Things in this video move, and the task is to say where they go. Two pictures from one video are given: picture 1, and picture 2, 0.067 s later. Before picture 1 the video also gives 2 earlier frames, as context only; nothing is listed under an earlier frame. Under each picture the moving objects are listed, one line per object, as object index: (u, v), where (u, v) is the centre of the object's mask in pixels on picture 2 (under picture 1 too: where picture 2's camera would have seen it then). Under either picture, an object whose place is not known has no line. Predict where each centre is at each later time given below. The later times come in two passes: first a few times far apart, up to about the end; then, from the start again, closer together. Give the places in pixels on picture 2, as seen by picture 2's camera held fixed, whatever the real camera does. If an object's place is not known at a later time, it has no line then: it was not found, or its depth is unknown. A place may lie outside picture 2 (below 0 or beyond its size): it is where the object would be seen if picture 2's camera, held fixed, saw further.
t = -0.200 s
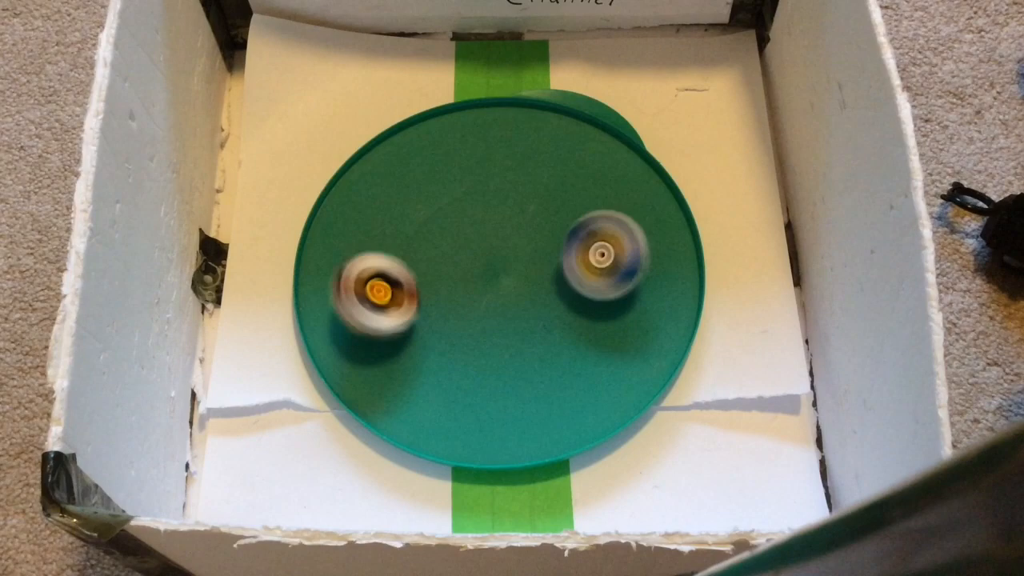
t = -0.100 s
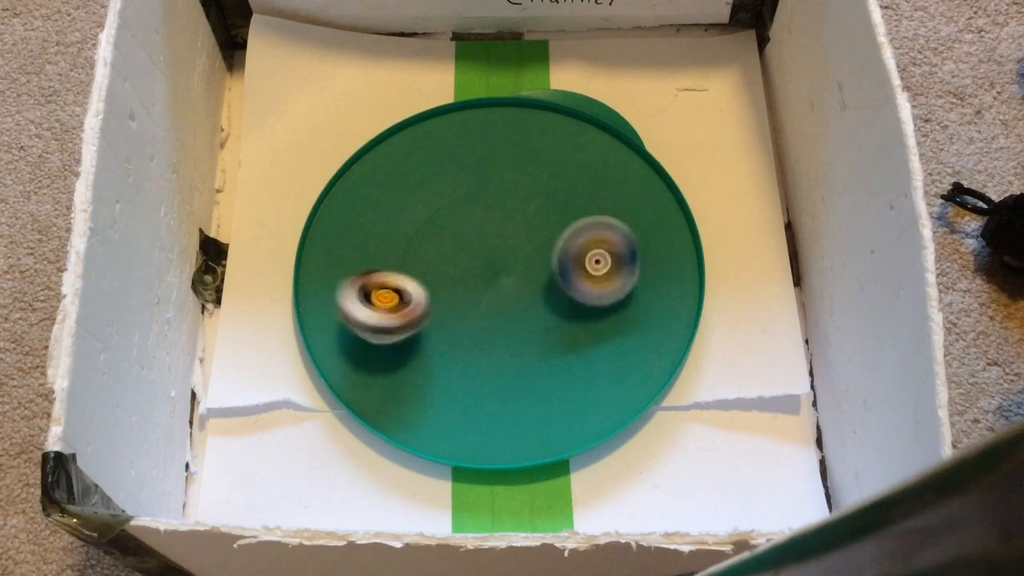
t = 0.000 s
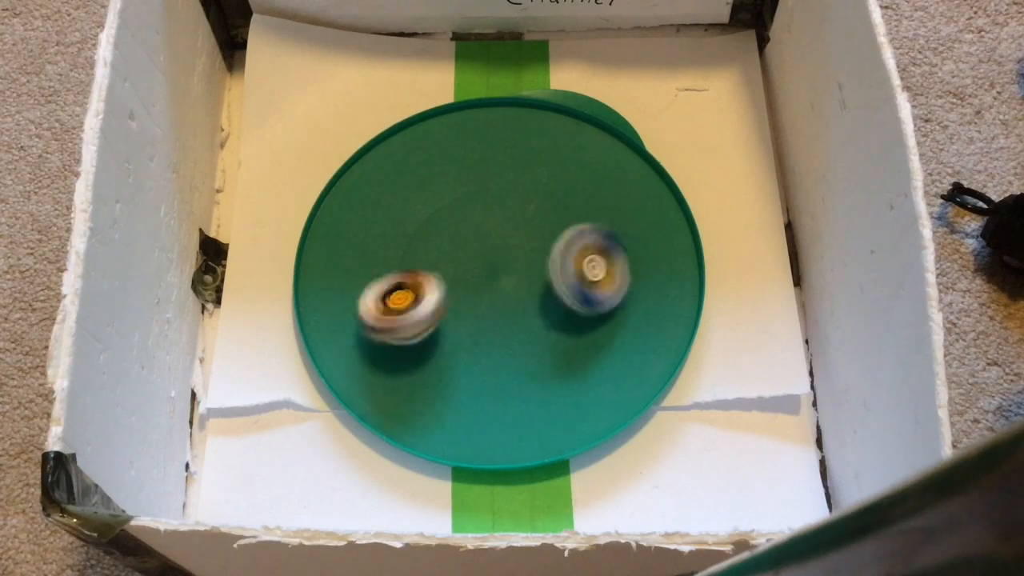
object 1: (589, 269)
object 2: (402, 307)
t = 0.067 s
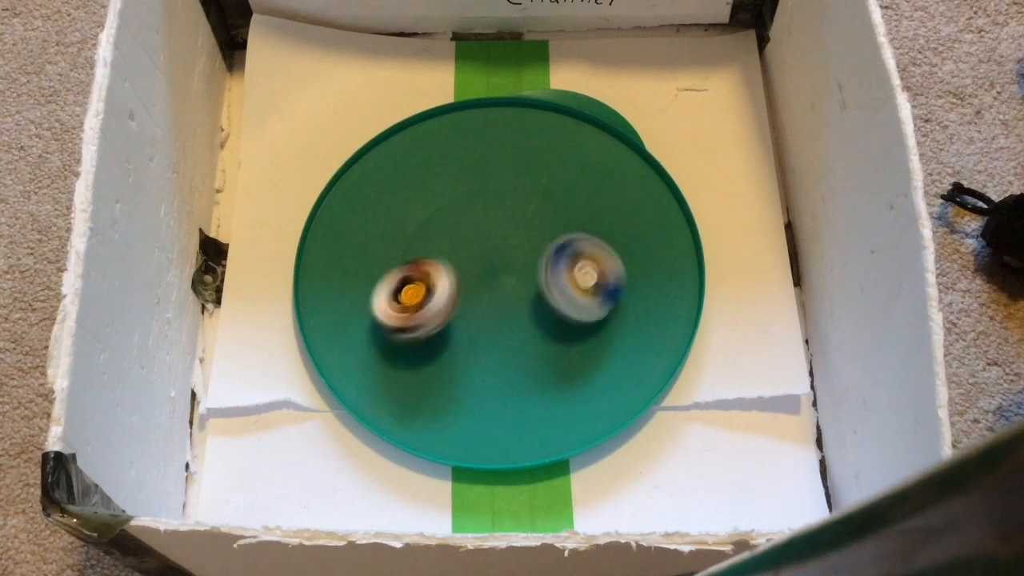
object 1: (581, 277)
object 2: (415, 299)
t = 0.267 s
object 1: (549, 292)
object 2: (427, 270)
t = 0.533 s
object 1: (542, 316)
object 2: (431, 268)
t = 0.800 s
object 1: (544, 311)
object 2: (439, 267)
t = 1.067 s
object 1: (522, 289)
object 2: (432, 279)
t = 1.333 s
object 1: (522, 274)
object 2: (429, 314)
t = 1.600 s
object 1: (522, 274)
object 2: (422, 310)
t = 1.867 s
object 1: (522, 274)
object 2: (422, 310)
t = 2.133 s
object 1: (522, 274)
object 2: (422, 310)
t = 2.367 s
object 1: (522, 274)
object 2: (422, 310)
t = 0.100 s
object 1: (576, 281)
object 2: (420, 294)
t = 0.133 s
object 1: (569, 283)
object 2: (424, 286)
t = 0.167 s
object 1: (564, 289)
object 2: (426, 282)
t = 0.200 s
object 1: (558, 291)
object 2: (427, 277)
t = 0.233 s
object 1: (551, 290)
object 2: (427, 272)
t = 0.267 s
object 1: (549, 292)
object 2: (427, 270)
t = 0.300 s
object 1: (545, 293)
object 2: (426, 269)
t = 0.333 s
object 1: (544, 294)
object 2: (427, 269)
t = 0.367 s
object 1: (541, 297)
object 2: (426, 266)
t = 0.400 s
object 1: (539, 299)
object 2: (426, 264)
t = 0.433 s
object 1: (538, 304)
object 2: (429, 265)
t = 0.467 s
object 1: (537, 309)
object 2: (430, 266)
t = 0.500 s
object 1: (541, 313)
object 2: (430, 266)
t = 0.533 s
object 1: (542, 316)
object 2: (431, 268)
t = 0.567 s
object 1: (541, 315)
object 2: (431, 271)
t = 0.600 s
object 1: (542, 317)
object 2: (434, 271)
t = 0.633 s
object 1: (543, 318)
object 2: (432, 271)
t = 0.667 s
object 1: (542, 315)
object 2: (432, 270)
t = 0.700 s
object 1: (539, 316)
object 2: (431, 268)
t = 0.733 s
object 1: (541, 317)
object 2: (432, 268)
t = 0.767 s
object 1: (543, 315)
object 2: (438, 266)
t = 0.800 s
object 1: (544, 311)
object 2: (439, 267)
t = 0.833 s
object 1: (540, 305)
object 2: (445, 270)
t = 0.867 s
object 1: (539, 303)
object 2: (448, 268)
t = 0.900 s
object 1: (533, 302)
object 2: (448, 268)
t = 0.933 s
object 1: (526, 300)
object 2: (449, 269)
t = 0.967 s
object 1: (527, 297)
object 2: (442, 271)
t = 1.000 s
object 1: (526, 294)
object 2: (437, 272)
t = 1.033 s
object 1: (525, 293)
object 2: (434, 273)
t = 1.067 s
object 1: (522, 289)
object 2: (432, 279)
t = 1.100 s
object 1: (522, 286)
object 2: (437, 285)
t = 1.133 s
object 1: (522, 284)
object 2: (443, 285)
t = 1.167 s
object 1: (525, 280)
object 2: (438, 291)
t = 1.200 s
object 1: (527, 277)
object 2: (436, 300)
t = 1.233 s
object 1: (527, 276)
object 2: (434, 307)
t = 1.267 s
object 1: (526, 275)
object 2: (433, 309)
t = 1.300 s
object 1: (523, 275)
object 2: (429, 312)
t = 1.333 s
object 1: (522, 274)
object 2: (429, 314)
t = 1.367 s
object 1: (522, 274)
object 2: (427, 315)
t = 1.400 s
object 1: (522, 274)
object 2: (424, 317)
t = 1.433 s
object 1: (522, 274)
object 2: (424, 317)
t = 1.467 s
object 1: (522, 274)
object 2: (424, 315)
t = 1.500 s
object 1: (522, 274)
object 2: (423, 312)
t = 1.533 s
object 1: (522, 274)
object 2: (422, 310)
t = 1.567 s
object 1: (522, 274)
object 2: (422, 310)
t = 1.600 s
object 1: (522, 274)
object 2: (422, 310)
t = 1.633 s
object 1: (522, 274)
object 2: (422, 310)
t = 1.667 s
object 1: (522, 274)
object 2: (422, 310)
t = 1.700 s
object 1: (522, 274)
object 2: (422, 310)
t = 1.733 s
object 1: (522, 274)
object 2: (422, 310)
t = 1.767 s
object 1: (522, 274)
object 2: (422, 310)
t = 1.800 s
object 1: (522, 274)
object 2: (422, 310)
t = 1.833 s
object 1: (522, 274)
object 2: (422, 310)
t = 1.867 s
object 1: (522, 274)
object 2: (422, 310)
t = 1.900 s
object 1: (522, 274)
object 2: (422, 310)
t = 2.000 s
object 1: (522, 274)
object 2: (422, 310)
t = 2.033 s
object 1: (522, 274)
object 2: (422, 310)
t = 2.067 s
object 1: (522, 274)
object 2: (422, 310)
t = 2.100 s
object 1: (522, 274)
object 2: (422, 310)
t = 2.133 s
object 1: (522, 274)
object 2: (422, 310)
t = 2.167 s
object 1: (522, 274)
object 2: (422, 310)
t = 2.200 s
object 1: (522, 274)
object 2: (422, 310)
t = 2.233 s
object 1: (522, 274)
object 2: (422, 310)
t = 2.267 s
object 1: (522, 274)
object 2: (422, 310)
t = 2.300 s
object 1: (522, 274)
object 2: (422, 310)
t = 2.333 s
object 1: (522, 274)
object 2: (422, 310)
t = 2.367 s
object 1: (522, 274)
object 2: (422, 310)
